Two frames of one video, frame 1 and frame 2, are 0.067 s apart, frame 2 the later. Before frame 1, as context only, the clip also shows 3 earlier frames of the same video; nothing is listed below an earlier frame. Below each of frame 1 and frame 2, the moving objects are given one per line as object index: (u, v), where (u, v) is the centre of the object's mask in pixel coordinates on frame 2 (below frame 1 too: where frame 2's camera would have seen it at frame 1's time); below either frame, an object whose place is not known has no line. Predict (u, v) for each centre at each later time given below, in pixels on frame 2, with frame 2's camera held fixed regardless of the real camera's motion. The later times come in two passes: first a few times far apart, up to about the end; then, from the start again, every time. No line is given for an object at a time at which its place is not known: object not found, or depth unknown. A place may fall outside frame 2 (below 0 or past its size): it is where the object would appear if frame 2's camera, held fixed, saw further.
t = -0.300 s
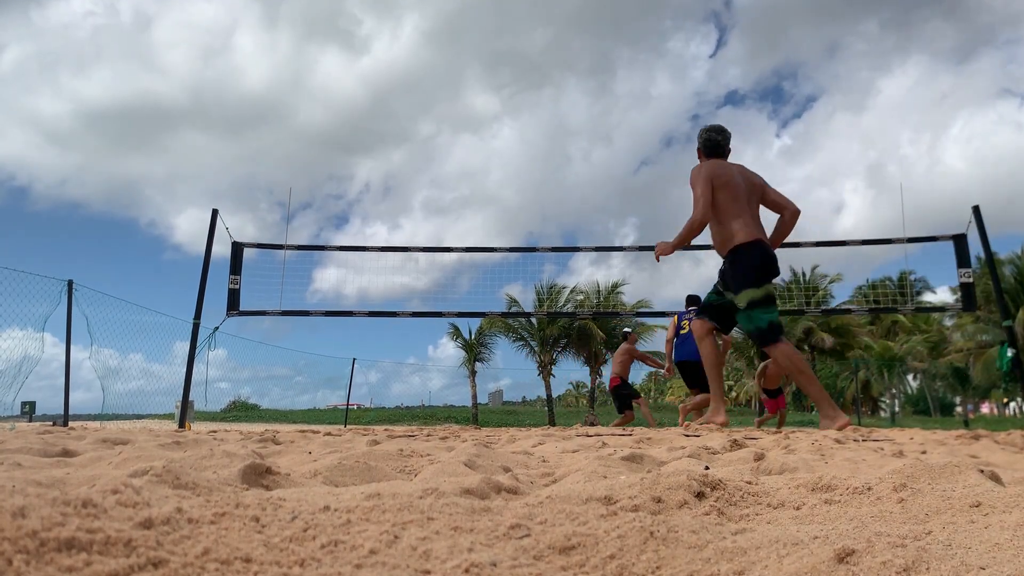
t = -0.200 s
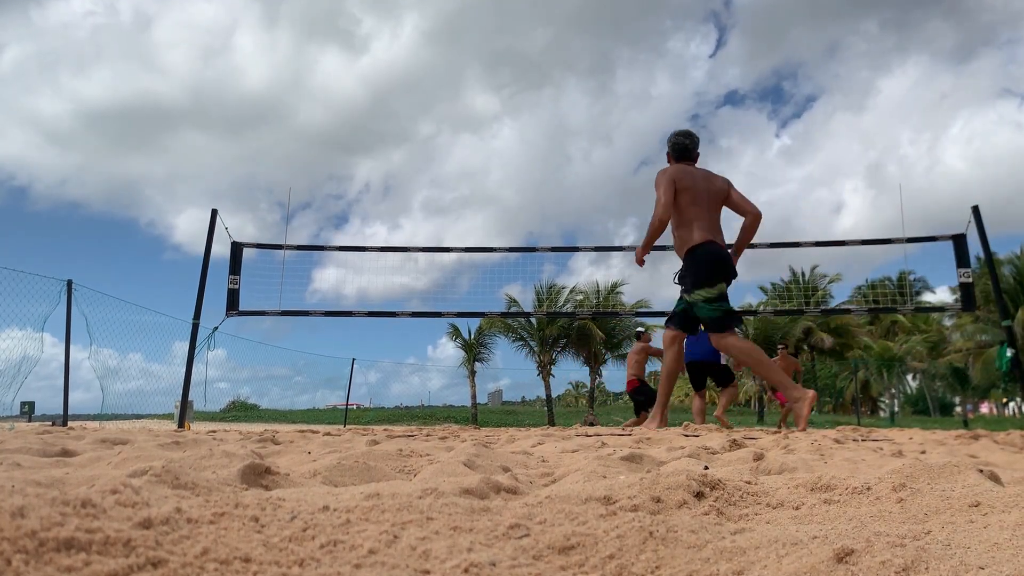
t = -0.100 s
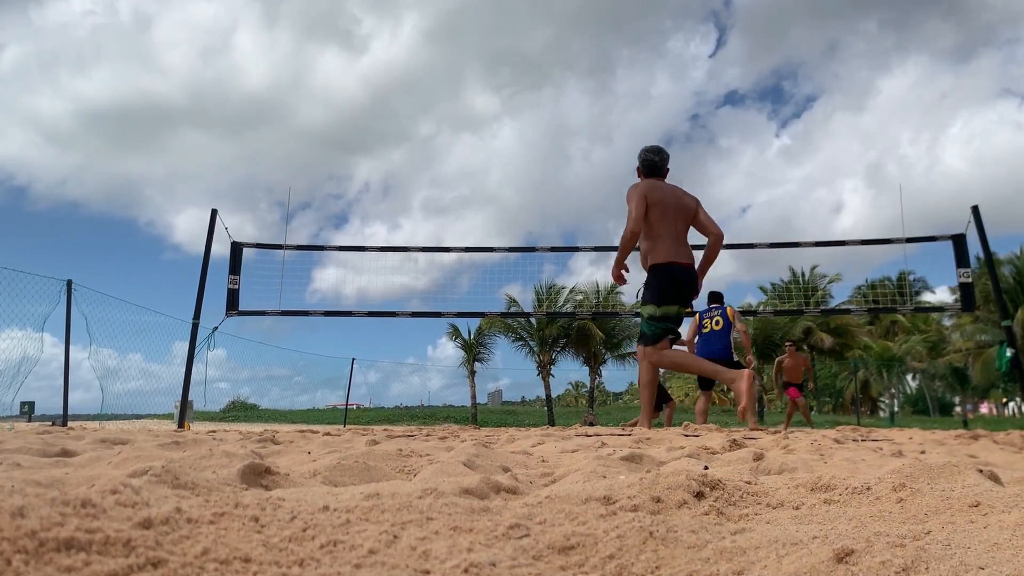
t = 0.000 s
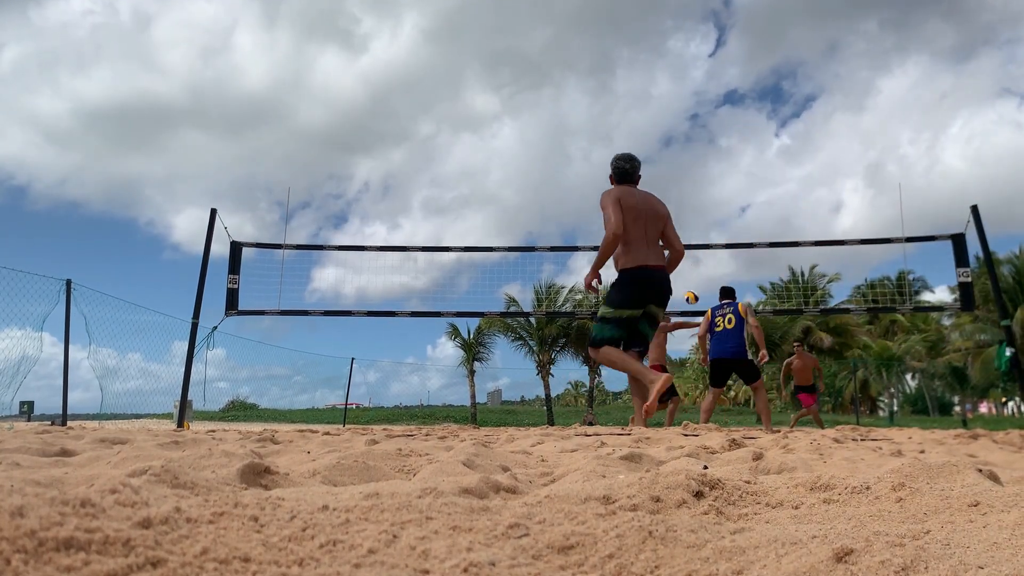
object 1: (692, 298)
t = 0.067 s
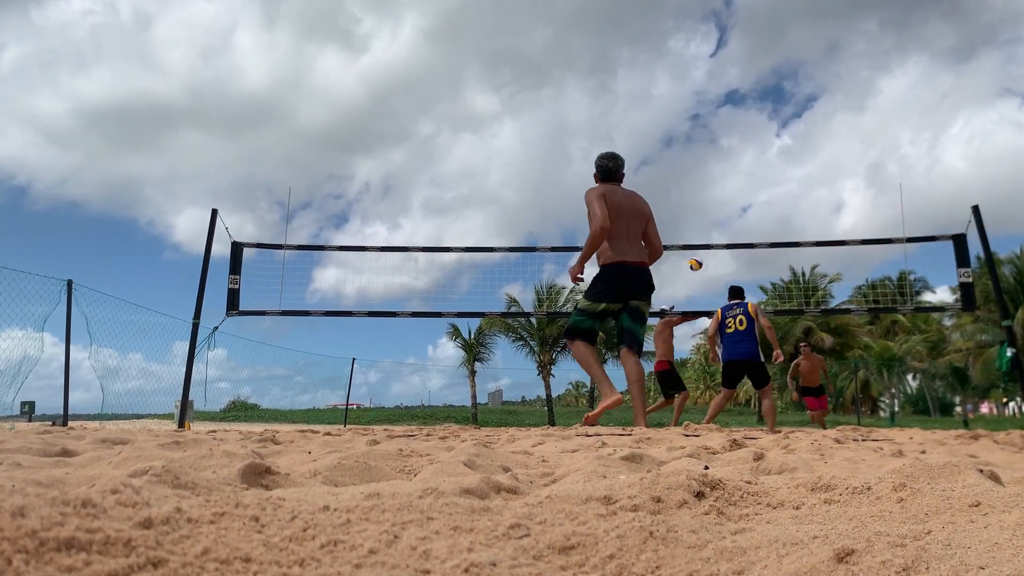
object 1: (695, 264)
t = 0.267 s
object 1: (705, 183)
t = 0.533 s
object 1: (717, 117)
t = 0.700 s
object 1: (724, 100)
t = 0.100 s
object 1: (697, 252)
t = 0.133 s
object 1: (698, 233)
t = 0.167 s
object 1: (700, 220)
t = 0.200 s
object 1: (701, 206)
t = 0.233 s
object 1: (703, 194)
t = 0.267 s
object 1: (705, 183)
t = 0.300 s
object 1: (706, 172)
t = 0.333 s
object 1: (708, 161)
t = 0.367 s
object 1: (709, 152)
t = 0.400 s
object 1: (710, 144)
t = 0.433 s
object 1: (712, 136)
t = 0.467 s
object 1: (714, 129)
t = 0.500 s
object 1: (715, 123)
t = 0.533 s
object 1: (717, 117)
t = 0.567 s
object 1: (718, 112)
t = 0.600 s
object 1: (720, 108)
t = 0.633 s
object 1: (721, 105)
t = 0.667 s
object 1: (722, 102)
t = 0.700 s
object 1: (724, 100)
